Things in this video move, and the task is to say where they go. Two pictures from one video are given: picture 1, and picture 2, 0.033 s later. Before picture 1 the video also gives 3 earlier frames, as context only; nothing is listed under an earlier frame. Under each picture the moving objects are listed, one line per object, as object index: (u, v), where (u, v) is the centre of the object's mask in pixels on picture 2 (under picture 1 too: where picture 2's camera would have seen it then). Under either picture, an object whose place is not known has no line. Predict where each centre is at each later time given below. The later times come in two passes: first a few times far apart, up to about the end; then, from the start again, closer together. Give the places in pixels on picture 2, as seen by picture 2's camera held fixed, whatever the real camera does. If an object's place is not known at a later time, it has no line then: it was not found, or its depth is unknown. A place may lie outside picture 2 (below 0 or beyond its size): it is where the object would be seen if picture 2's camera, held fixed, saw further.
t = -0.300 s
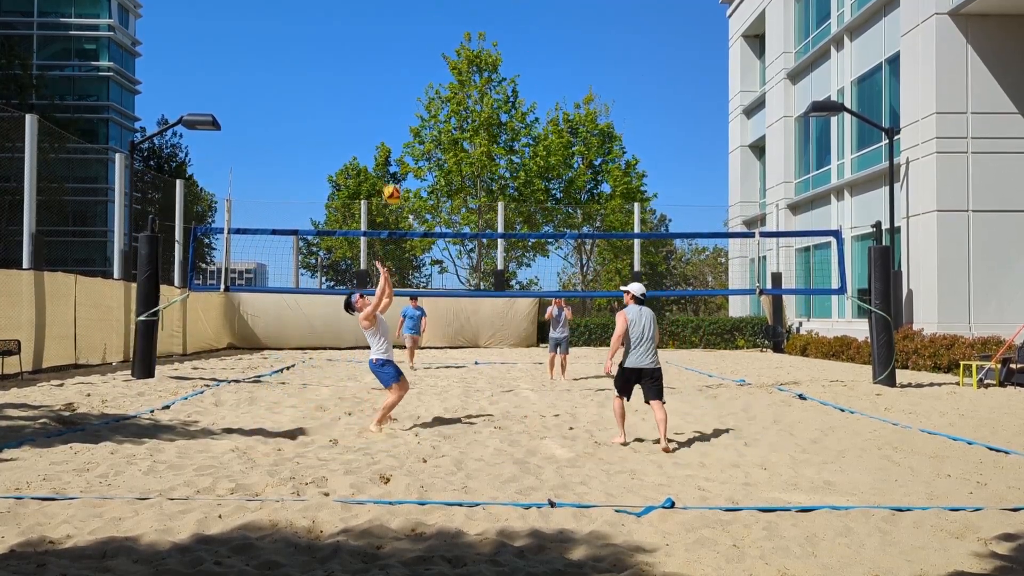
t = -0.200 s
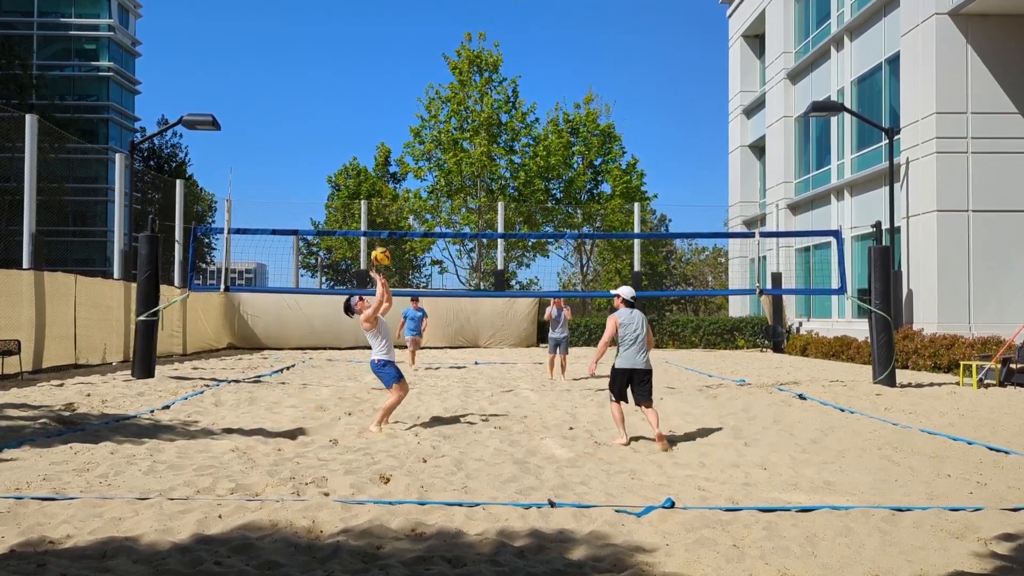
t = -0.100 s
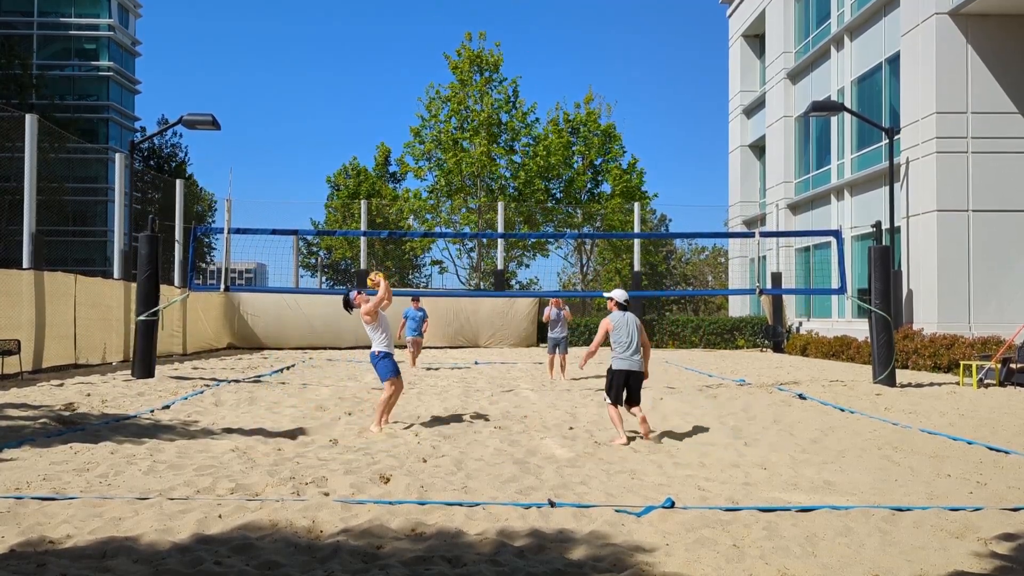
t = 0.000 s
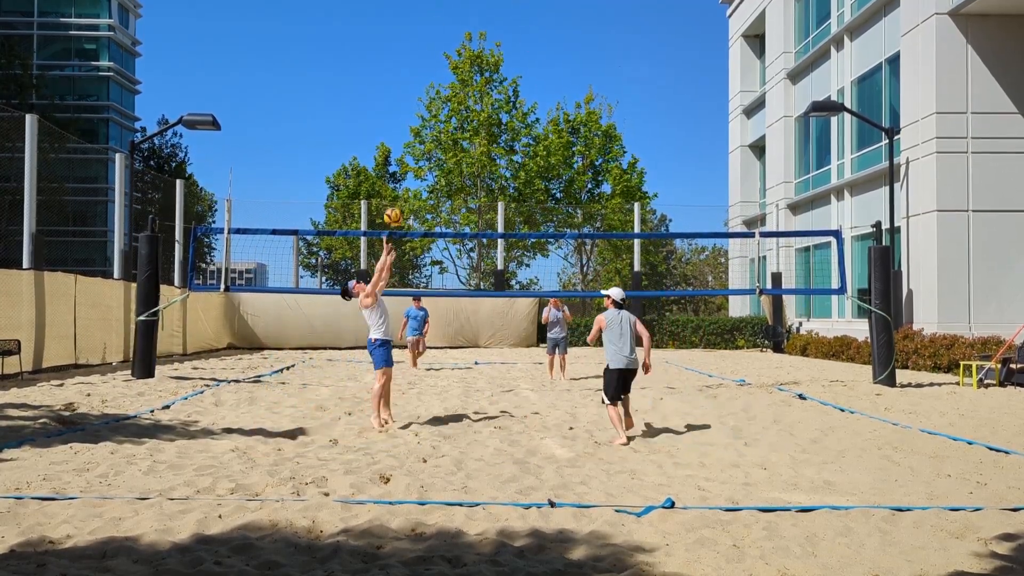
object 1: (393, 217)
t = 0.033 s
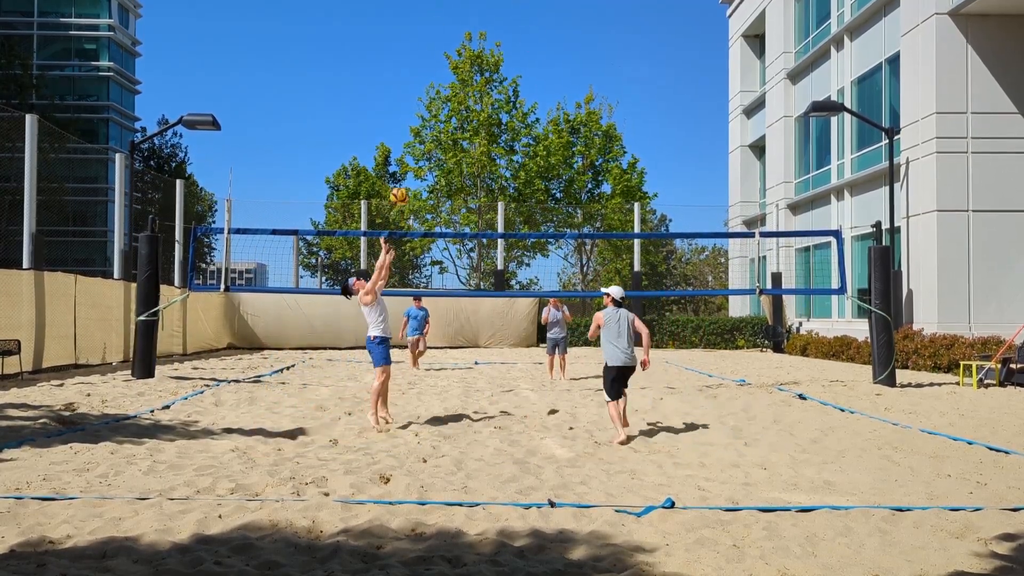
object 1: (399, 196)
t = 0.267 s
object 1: (439, 86)
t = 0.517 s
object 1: (480, 25)
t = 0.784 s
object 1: (520, 17)
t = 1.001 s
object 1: (550, 50)
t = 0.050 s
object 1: (402, 187)
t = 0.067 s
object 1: (404, 178)
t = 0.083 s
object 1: (408, 168)
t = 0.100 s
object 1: (411, 160)
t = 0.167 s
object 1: (422, 127)
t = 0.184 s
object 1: (425, 119)
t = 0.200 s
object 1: (428, 112)
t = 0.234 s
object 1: (434, 98)
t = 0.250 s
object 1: (437, 92)
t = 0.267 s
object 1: (439, 86)
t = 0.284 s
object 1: (443, 80)
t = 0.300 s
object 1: (445, 75)
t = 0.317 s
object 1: (448, 69)
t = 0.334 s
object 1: (451, 65)
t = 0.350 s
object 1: (453, 60)
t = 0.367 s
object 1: (456, 55)
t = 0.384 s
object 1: (459, 51)
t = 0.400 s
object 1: (462, 47)
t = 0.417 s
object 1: (464, 43)
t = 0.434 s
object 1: (467, 40)
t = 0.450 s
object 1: (470, 36)
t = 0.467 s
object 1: (472, 33)
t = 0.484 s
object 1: (475, 30)
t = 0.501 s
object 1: (477, 28)
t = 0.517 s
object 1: (480, 25)
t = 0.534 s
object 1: (483, 23)
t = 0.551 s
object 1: (485, 21)
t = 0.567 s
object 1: (488, 19)
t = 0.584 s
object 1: (490, 18)
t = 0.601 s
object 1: (493, 17)
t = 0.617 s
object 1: (495, 16)
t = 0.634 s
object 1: (498, 15)
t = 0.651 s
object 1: (501, 14)
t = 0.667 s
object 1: (503, 14)
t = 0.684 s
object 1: (506, 14)
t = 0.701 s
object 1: (508, 13)
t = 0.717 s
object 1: (511, 14)
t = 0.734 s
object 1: (513, 14)
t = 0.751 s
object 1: (515, 15)
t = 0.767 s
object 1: (518, 16)
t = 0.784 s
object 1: (520, 17)
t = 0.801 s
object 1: (523, 18)
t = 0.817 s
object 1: (525, 20)
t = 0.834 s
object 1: (527, 21)
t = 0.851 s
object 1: (530, 23)
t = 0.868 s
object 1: (532, 25)
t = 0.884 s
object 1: (534, 28)
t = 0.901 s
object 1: (537, 30)
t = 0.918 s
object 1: (539, 33)
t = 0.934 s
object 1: (541, 36)
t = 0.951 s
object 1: (544, 39)
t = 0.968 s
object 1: (546, 42)
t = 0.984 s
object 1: (548, 46)
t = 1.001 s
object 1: (550, 50)
